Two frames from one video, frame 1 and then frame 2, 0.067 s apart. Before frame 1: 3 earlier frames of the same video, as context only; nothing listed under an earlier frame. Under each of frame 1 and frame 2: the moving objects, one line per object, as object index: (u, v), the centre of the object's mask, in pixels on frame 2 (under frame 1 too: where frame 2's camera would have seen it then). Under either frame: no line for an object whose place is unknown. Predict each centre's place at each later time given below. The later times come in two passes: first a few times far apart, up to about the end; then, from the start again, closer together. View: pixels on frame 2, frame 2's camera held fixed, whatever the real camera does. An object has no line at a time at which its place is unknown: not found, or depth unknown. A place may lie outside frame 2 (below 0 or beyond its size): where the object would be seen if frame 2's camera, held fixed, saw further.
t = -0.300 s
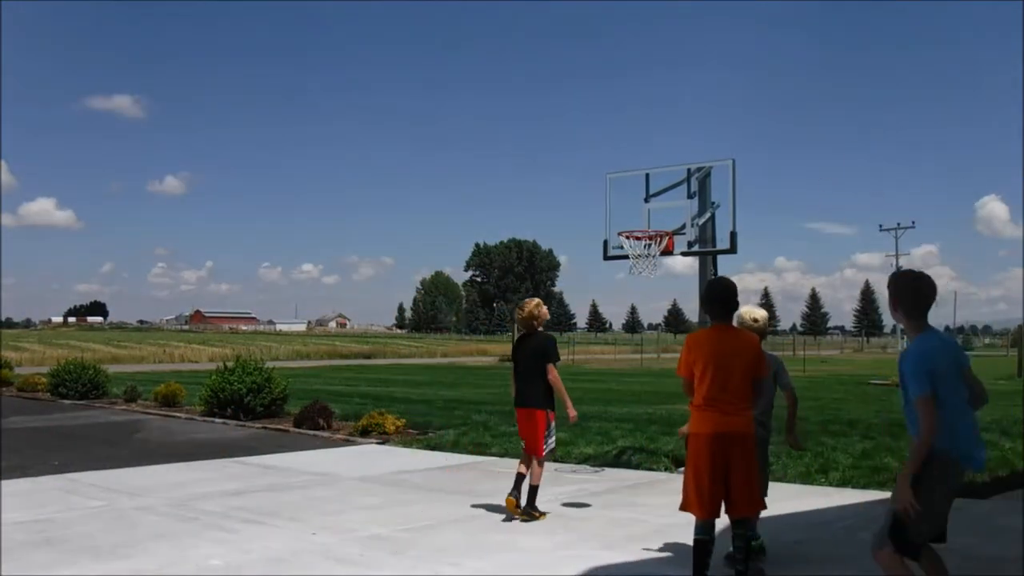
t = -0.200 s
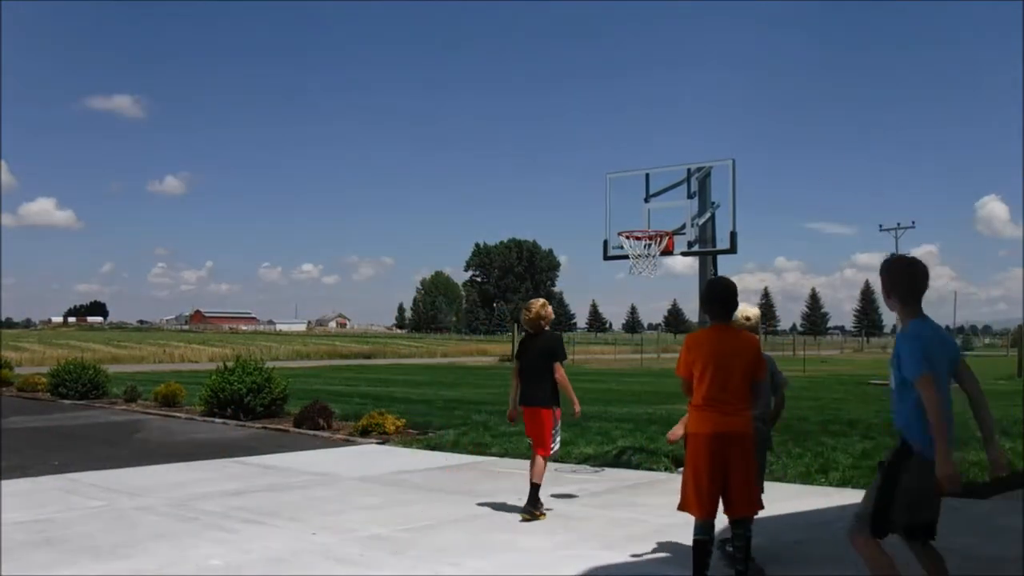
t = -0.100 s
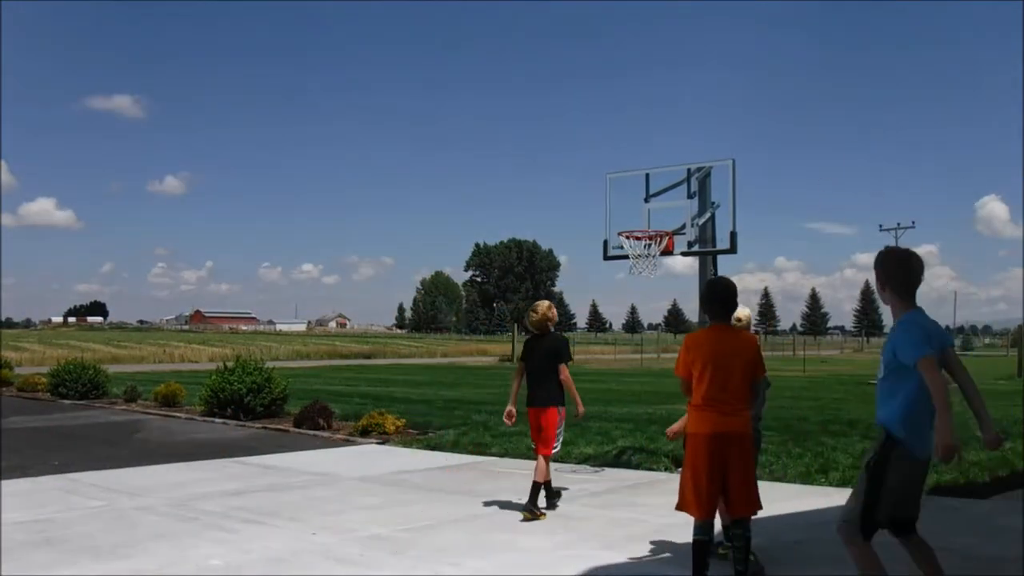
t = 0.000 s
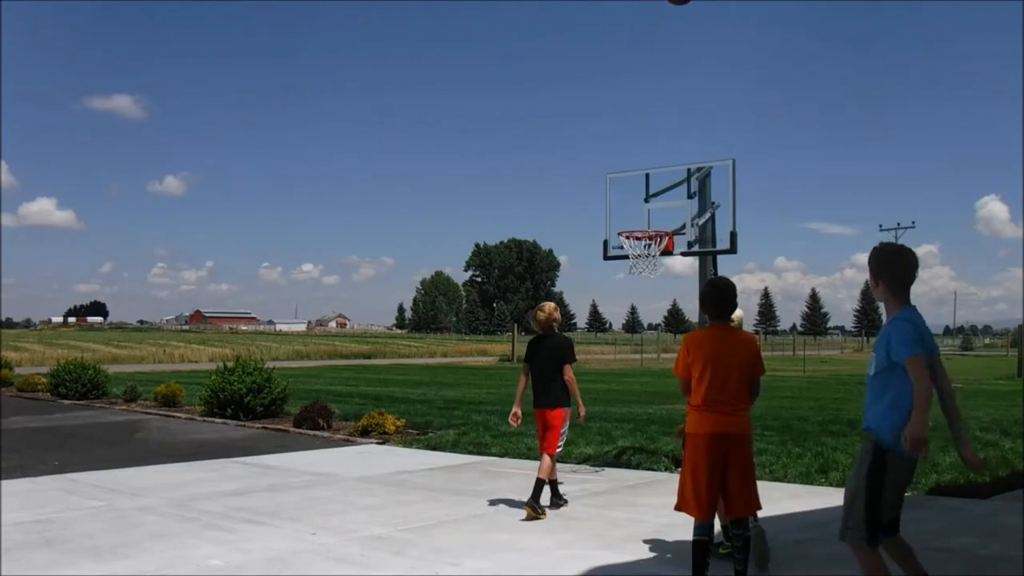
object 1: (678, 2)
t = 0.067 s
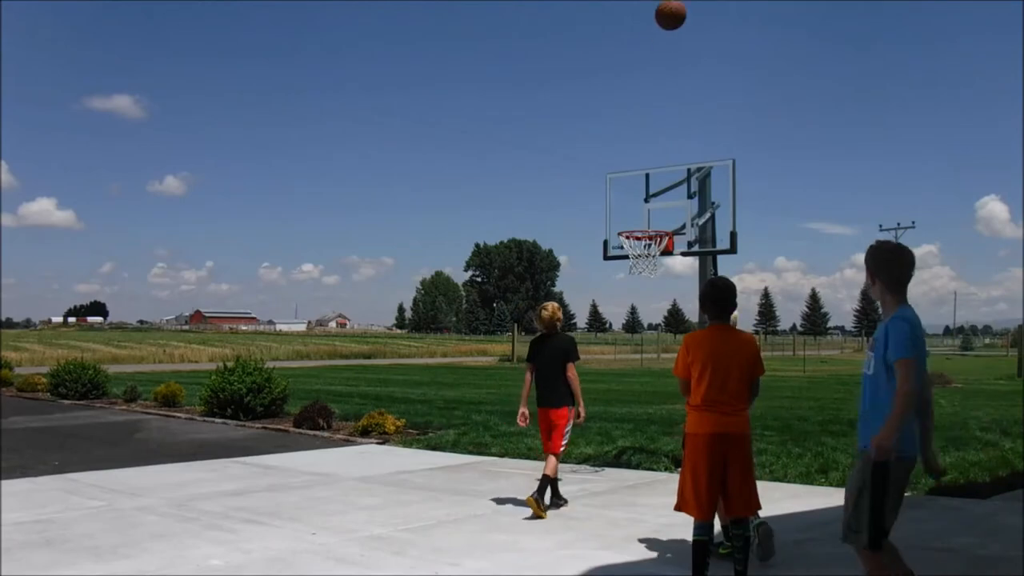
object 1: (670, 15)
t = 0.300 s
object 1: (643, 130)
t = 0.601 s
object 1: (645, 174)
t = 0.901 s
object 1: (684, 137)
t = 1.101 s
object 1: (709, 154)
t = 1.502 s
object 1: (760, 262)
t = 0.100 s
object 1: (666, 28)
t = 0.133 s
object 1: (662, 43)
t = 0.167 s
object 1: (658, 59)
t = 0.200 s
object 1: (654, 76)
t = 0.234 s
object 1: (651, 93)
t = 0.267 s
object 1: (646, 112)
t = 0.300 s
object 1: (643, 130)
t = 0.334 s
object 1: (639, 150)
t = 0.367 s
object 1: (635, 170)
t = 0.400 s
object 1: (632, 190)
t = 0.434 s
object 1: (628, 211)
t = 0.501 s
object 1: (632, 208)
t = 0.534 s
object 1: (636, 196)
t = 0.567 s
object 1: (641, 184)
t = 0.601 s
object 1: (645, 174)
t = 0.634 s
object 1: (650, 166)
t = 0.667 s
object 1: (654, 157)
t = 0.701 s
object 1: (658, 151)
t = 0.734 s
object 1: (663, 146)
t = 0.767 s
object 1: (667, 142)
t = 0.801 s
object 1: (671, 139)
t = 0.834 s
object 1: (676, 137)
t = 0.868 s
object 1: (680, 136)
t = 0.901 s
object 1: (684, 137)
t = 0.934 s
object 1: (688, 138)
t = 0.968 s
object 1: (693, 141)
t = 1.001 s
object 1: (697, 145)
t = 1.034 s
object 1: (701, 150)
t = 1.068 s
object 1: (705, 152)
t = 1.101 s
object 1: (709, 154)
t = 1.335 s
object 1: (743, 200)
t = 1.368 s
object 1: (746, 210)
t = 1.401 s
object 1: (749, 222)
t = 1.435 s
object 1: (753, 234)
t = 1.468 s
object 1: (756, 247)
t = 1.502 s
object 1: (760, 262)
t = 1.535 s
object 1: (763, 277)
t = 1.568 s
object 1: (767, 294)
